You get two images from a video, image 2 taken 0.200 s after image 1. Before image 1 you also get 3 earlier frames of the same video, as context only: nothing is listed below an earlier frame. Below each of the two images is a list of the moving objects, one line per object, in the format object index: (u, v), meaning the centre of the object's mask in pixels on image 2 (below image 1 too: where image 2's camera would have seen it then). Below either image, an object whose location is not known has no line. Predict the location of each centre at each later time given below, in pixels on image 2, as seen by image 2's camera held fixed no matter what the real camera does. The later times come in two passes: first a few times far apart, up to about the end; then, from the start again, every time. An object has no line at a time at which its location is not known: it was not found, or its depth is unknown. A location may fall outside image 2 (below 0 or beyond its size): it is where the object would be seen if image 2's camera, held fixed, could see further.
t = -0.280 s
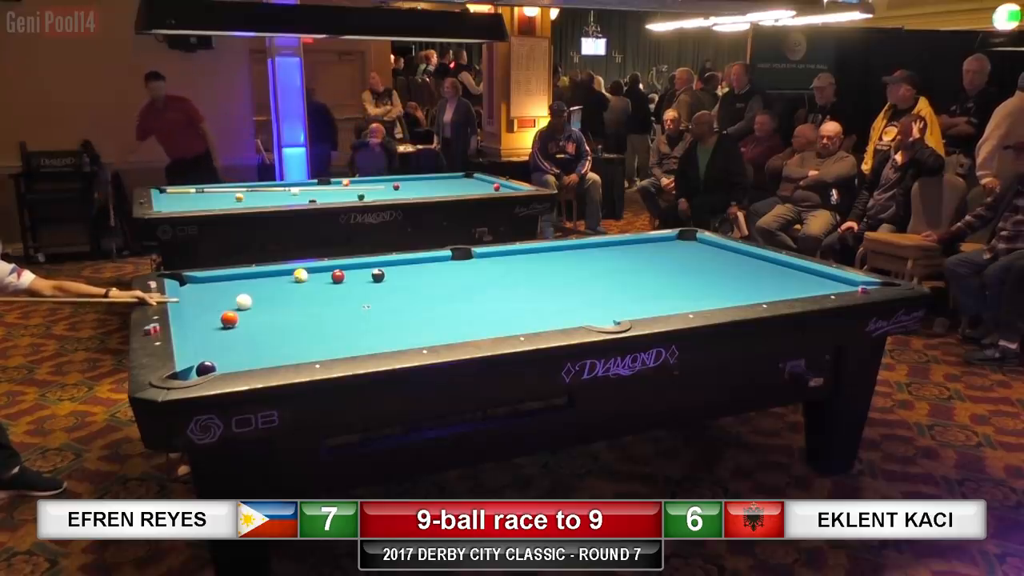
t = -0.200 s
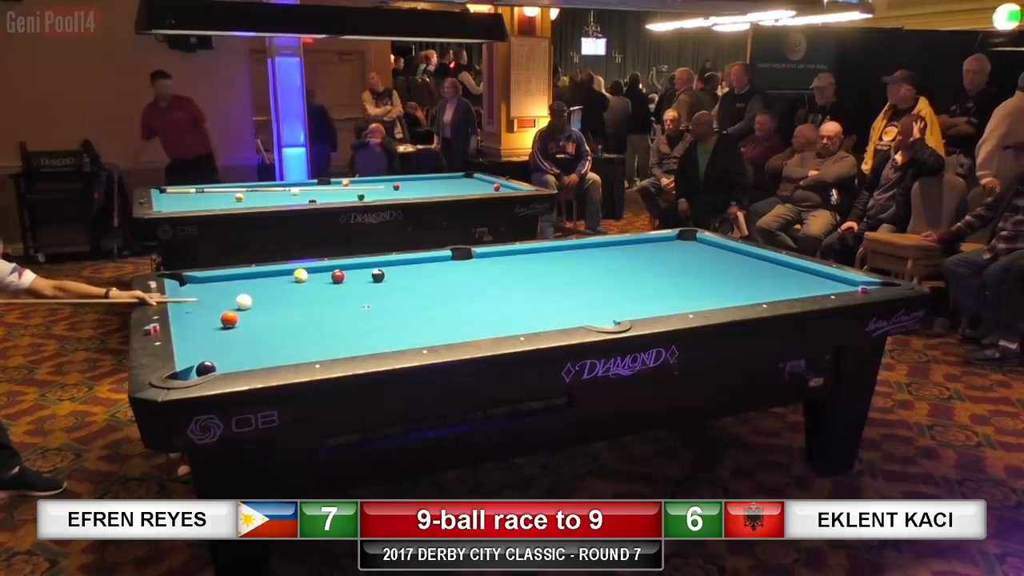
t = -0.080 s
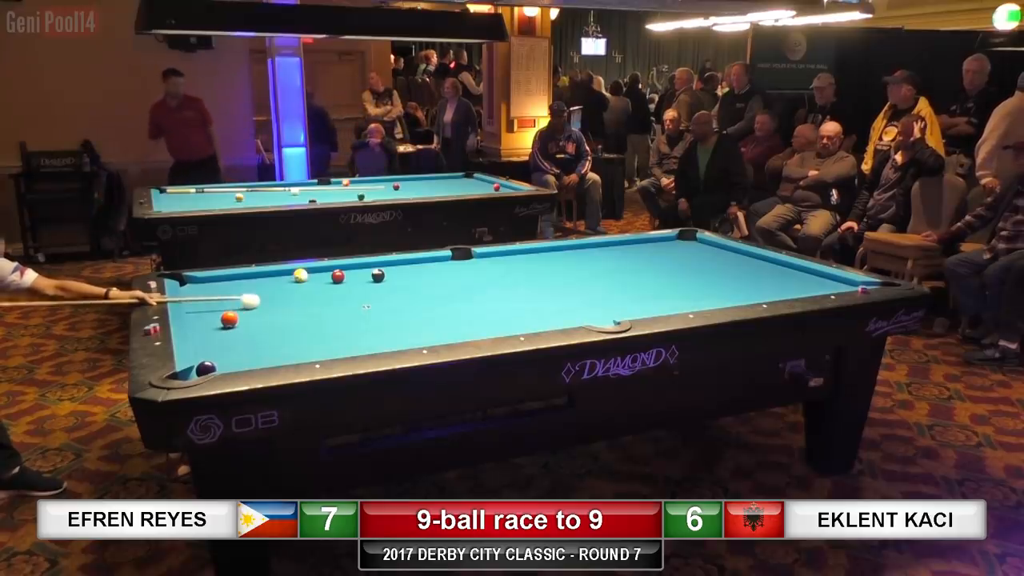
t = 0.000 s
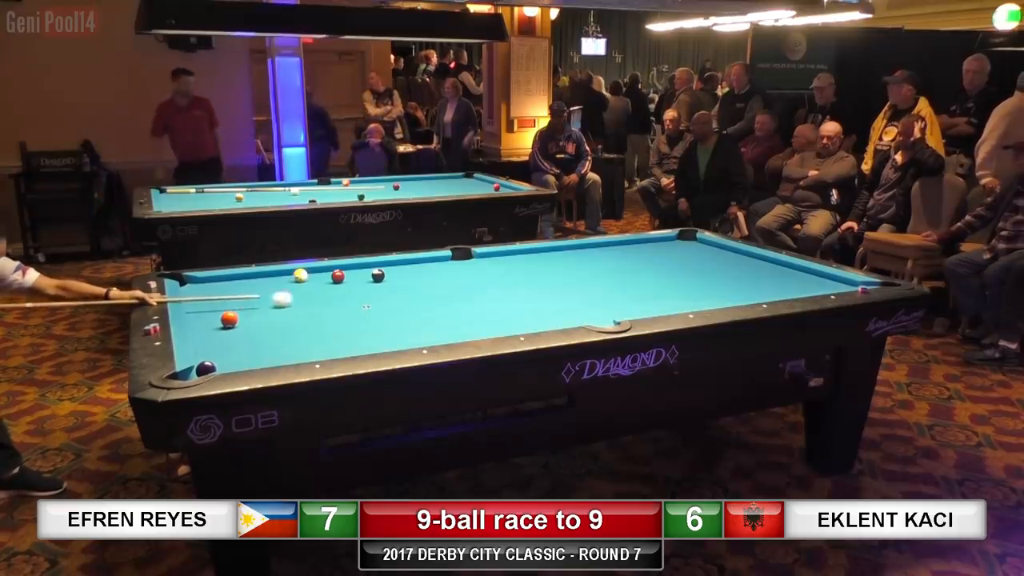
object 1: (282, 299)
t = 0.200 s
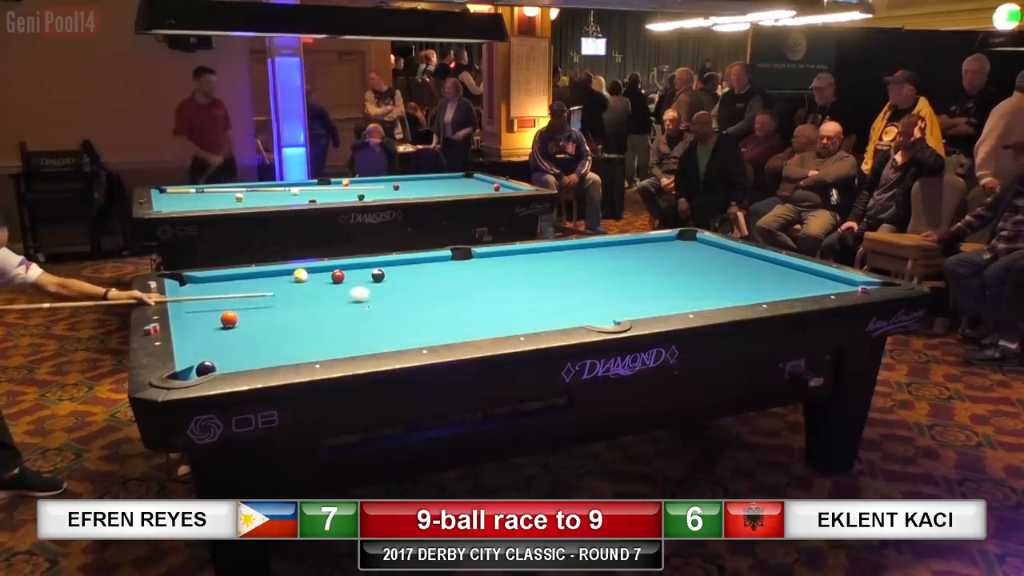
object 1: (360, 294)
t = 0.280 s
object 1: (389, 292)
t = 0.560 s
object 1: (489, 286)
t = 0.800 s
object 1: (568, 281)
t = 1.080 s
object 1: (656, 275)
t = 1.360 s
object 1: (737, 271)
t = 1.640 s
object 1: (790, 268)
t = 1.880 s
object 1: (761, 274)
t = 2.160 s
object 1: (728, 280)
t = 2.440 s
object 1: (694, 286)
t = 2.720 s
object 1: (659, 293)
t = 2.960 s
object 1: (627, 298)
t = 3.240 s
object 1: (590, 305)
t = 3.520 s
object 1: (552, 311)
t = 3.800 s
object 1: (513, 318)
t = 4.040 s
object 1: (479, 324)
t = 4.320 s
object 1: (439, 330)
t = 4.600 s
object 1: (399, 337)
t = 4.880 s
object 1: (357, 343)
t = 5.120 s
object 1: (322, 349)
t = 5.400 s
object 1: (280, 355)
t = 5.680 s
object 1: (239, 360)
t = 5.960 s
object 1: (221, 363)
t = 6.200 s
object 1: (216, 365)
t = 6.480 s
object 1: (212, 366)
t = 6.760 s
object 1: (210, 366)
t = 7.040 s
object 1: (209, 367)
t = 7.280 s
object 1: (209, 367)
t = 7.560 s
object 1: (209, 367)
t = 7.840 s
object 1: (209, 367)
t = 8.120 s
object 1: (209, 367)
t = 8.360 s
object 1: (209, 367)
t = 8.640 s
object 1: (209, 367)
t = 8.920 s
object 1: (209, 367)
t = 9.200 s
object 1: (209, 367)
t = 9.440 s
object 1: (209, 367)
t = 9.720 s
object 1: (209, 367)
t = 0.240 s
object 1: (374, 293)
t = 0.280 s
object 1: (389, 292)
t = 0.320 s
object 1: (404, 291)
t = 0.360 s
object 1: (419, 290)
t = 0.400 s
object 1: (433, 289)
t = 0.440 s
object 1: (447, 288)
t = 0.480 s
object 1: (461, 288)
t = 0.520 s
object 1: (475, 287)
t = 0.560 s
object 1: (489, 286)
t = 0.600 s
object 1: (502, 285)
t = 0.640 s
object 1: (516, 284)
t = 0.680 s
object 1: (529, 283)
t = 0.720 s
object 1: (542, 282)
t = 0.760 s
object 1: (555, 281)
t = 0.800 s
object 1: (568, 281)
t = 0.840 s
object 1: (581, 280)
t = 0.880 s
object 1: (594, 279)
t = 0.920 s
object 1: (606, 278)
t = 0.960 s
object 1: (619, 278)
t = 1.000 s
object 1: (631, 277)
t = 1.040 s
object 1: (643, 276)
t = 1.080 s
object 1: (656, 275)
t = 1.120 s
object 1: (668, 275)
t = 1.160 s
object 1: (679, 274)
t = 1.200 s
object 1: (691, 273)
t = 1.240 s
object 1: (702, 272)
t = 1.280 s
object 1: (714, 272)
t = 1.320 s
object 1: (725, 271)
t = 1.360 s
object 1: (737, 271)
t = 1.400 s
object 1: (748, 270)
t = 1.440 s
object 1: (759, 269)
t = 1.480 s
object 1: (770, 269)
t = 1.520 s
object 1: (781, 268)
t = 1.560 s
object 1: (791, 268)
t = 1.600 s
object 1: (796, 268)
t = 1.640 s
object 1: (790, 268)
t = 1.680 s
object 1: (784, 269)
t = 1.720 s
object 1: (779, 270)
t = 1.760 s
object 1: (775, 271)
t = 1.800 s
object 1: (770, 272)
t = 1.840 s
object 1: (766, 273)
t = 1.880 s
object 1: (761, 274)
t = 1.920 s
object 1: (756, 275)
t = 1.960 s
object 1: (752, 275)
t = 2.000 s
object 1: (747, 276)
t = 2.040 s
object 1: (742, 277)
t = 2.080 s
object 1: (737, 278)
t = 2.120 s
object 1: (733, 279)
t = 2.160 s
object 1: (728, 280)
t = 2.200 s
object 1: (723, 281)
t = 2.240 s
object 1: (718, 282)
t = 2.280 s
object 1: (713, 282)
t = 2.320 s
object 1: (709, 284)
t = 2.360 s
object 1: (703, 284)
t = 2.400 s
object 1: (699, 285)
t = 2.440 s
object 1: (694, 286)
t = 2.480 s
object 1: (689, 287)
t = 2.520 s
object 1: (683, 288)
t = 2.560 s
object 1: (678, 289)
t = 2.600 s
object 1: (674, 290)
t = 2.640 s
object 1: (668, 291)
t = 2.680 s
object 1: (663, 292)
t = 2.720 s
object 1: (659, 293)
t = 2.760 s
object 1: (653, 293)
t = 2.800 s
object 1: (648, 294)
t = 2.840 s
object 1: (643, 295)
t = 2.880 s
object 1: (638, 296)
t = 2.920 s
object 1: (632, 297)
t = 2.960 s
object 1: (627, 298)
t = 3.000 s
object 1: (622, 299)
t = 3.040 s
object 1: (617, 300)
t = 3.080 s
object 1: (611, 301)
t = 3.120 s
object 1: (606, 302)
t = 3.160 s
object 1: (601, 303)
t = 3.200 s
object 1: (595, 304)
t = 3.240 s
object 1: (590, 305)
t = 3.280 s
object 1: (584, 306)
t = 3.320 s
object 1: (579, 307)
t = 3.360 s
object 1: (574, 308)
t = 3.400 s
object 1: (568, 308)
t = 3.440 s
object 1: (563, 310)
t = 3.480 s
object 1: (557, 311)
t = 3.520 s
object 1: (552, 311)
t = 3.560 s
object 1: (546, 312)
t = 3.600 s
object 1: (541, 313)
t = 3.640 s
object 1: (535, 315)
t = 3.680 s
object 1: (530, 316)
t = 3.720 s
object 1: (524, 316)
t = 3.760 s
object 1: (519, 317)
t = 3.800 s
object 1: (513, 318)
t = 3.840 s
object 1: (507, 319)
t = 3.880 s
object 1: (502, 320)
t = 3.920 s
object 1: (496, 321)
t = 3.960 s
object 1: (491, 322)
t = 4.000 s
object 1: (485, 323)
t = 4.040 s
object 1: (479, 324)
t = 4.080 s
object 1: (474, 325)
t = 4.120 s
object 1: (468, 326)
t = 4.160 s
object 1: (462, 327)
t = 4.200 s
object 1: (457, 328)
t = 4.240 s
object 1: (451, 329)
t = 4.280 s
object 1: (445, 330)
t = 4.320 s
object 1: (439, 330)
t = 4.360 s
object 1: (434, 331)
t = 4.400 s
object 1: (428, 332)
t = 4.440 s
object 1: (422, 333)
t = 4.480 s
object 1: (416, 334)
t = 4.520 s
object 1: (410, 335)
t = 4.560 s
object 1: (405, 336)
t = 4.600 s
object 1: (399, 337)
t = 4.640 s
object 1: (393, 338)
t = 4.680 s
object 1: (387, 339)
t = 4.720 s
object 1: (381, 340)
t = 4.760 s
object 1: (375, 340)
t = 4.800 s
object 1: (369, 342)
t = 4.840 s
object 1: (363, 342)
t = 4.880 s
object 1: (357, 343)
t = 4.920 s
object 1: (351, 344)
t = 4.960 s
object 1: (345, 346)
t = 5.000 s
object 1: (340, 346)
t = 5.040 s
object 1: (334, 347)
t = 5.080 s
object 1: (328, 348)
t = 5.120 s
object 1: (322, 349)
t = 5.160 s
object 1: (316, 349)
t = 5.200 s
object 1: (310, 350)
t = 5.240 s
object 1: (304, 351)
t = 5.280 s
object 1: (298, 352)
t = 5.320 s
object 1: (292, 353)
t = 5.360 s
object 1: (286, 354)
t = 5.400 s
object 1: (280, 355)
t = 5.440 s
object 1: (274, 355)
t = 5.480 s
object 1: (268, 356)
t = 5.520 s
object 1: (263, 357)
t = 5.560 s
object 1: (256, 358)
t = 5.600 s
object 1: (250, 359)
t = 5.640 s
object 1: (244, 360)
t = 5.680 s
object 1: (239, 360)
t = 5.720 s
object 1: (232, 361)
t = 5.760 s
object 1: (227, 362)
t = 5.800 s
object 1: (226, 363)
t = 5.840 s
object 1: (224, 363)
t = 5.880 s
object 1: (223, 363)
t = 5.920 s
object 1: (222, 363)
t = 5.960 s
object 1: (221, 363)
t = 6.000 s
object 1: (220, 364)
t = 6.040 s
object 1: (219, 364)
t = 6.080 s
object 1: (218, 364)
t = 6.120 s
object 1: (217, 364)
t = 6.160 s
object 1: (216, 364)
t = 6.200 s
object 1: (216, 365)
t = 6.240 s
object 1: (215, 365)
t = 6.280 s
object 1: (214, 365)
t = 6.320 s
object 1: (214, 365)
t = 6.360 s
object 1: (213, 365)
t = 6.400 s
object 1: (213, 365)
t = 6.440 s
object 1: (212, 365)
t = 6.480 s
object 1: (212, 366)
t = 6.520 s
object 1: (211, 366)
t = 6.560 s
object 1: (211, 366)
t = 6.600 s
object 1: (211, 366)
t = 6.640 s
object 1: (210, 366)
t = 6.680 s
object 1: (210, 366)
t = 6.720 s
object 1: (210, 366)
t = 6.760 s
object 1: (210, 366)
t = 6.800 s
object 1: (209, 367)
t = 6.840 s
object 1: (209, 367)
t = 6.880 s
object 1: (209, 367)
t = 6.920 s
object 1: (209, 367)
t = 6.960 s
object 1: (209, 366)
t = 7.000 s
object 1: (209, 367)
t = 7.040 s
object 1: (209, 367)
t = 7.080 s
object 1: (209, 367)
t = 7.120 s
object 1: (209, 367)
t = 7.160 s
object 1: (209, 367)
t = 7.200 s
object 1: (209, 367)
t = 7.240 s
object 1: (209, 367)
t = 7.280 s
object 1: (209, 367)
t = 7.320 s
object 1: (209, 367)
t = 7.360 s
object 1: (209, 367)
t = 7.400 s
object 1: (209, 367)
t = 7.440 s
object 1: (209, 367)
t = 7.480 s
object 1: (209, 367)
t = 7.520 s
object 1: (209, 367)
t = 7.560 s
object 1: (209, 367)
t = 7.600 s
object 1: (209, 367)
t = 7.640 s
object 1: (209, 367)
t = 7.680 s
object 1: (209, 367)
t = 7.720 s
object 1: (209, 367)
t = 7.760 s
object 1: (209, 367)
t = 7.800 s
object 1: (209, 367)
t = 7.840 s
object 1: (209, 367)
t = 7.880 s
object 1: (209, 367)
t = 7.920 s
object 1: (209, 367)
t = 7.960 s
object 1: (209, 367)
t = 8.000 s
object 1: (209, 367)
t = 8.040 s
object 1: (209, 367)
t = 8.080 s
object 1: (209, 367)
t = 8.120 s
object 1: (209, 367)
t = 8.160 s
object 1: (209, 367)
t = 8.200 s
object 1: (209, 367)
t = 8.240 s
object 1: (209, 367)
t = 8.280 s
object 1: (209, 367)
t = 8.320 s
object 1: (209, 367)
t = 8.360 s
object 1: (209, 367)
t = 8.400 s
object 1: (209, 367)
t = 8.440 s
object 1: (209, 367)
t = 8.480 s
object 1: (209, 367)
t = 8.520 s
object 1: (209, 367)
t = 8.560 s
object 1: (209, 367)
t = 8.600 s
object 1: (209, 367)
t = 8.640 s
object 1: (209, 367)
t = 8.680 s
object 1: (209, 367)
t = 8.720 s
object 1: (209, 367)
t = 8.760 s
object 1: (209, 367)
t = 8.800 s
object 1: (209, 367)
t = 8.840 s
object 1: (209, 367)
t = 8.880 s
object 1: (209, 367)
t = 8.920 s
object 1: (209, 367)
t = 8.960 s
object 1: (209, 367)
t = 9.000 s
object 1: (209, 367)
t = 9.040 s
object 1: (209, 367)
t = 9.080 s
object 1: (209, 367)
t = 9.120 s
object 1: (209, 367)
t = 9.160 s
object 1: (209, 367)
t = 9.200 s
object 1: (209, 367)
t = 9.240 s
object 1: (209, 367)
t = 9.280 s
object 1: (209, 367)
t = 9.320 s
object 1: (209, 367)
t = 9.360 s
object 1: (209, 367)
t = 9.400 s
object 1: (209, 367)
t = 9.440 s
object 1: (209, 367)
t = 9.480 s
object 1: (209, 367)
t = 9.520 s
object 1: (209, 367)
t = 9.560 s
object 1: (214, 366)
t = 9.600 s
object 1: (205, 366)
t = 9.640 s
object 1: (207, 366)
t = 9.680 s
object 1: (208, 367)
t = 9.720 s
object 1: (209, 367)
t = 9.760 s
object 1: (209, 367)
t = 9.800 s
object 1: (208, 367)
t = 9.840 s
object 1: (207, 366)
